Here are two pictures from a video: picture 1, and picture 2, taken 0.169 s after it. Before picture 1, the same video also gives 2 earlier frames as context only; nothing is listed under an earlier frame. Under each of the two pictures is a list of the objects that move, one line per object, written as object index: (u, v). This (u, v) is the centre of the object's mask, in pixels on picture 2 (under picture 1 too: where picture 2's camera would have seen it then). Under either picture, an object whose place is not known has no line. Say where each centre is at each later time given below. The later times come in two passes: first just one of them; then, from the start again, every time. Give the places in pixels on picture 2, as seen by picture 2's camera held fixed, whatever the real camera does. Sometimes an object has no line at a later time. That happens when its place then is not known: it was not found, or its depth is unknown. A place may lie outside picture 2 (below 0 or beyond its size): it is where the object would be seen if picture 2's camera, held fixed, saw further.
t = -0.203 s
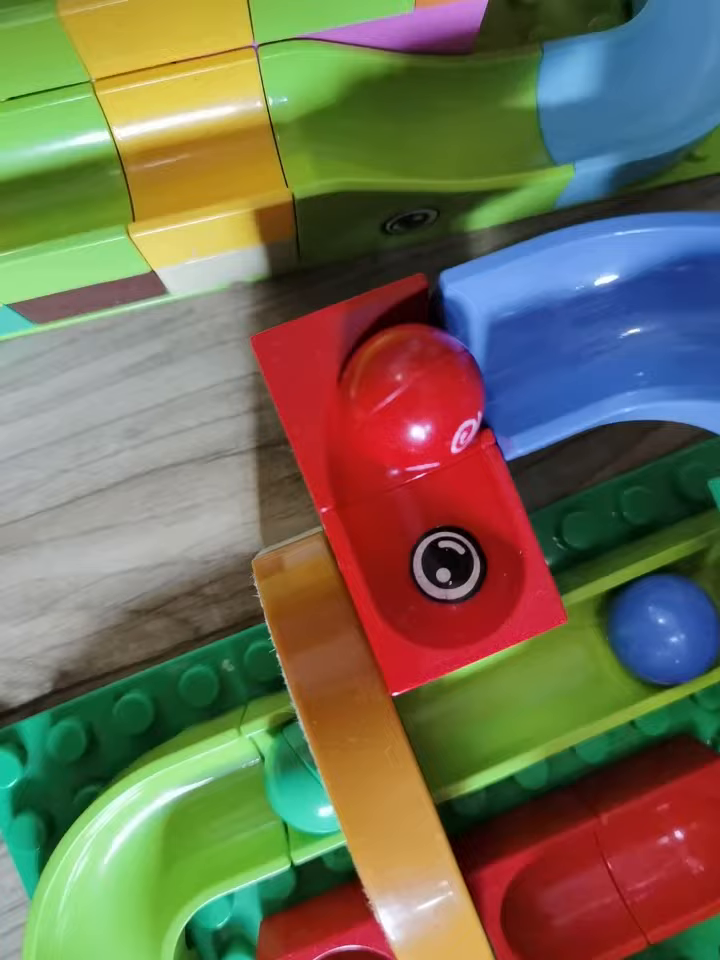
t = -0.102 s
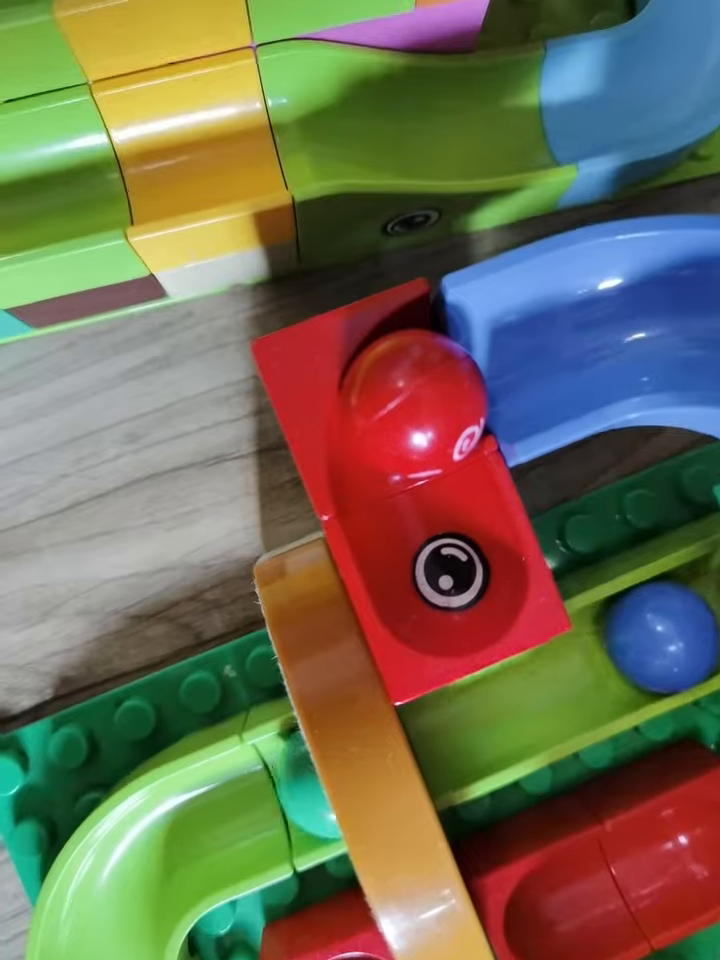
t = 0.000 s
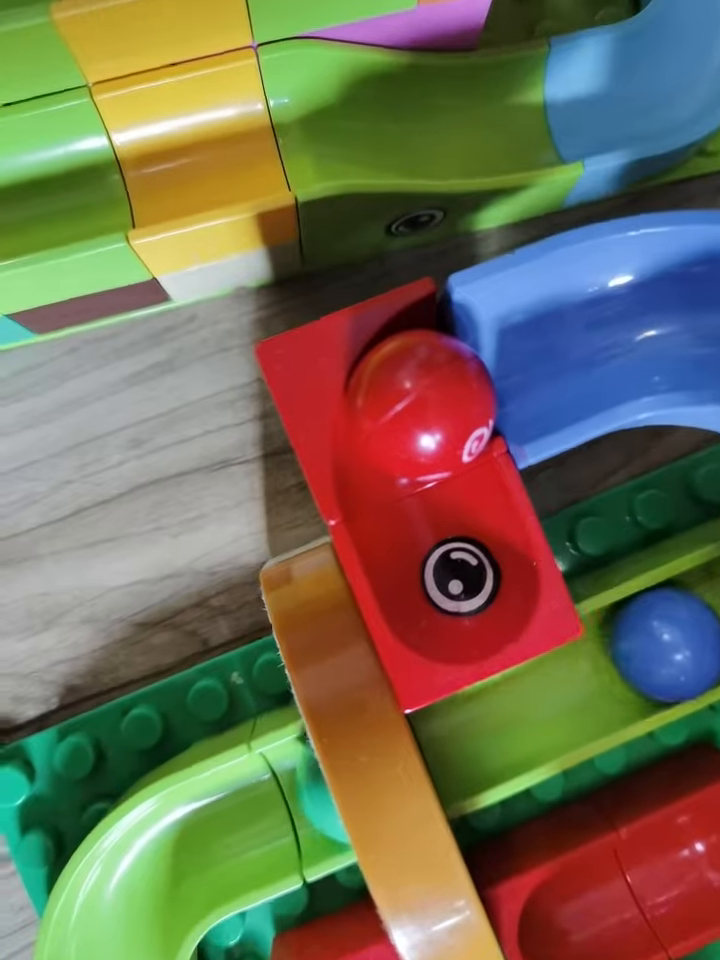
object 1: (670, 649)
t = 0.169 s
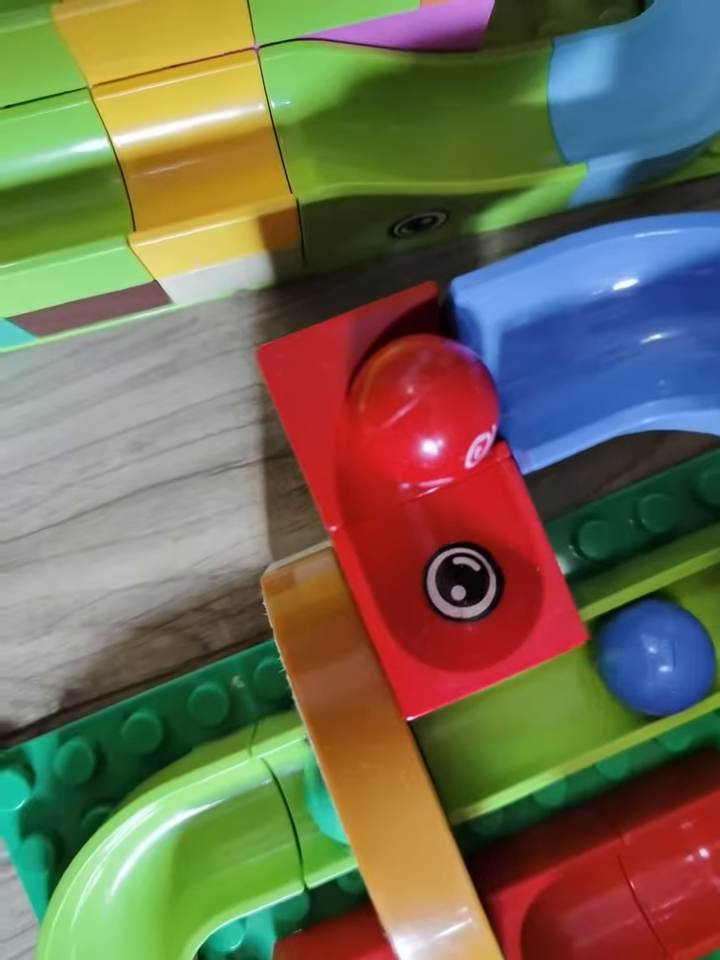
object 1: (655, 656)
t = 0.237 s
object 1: (646, 660)
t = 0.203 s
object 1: (651, 659)
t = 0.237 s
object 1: (646, 660)
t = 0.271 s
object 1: (641, 662)
